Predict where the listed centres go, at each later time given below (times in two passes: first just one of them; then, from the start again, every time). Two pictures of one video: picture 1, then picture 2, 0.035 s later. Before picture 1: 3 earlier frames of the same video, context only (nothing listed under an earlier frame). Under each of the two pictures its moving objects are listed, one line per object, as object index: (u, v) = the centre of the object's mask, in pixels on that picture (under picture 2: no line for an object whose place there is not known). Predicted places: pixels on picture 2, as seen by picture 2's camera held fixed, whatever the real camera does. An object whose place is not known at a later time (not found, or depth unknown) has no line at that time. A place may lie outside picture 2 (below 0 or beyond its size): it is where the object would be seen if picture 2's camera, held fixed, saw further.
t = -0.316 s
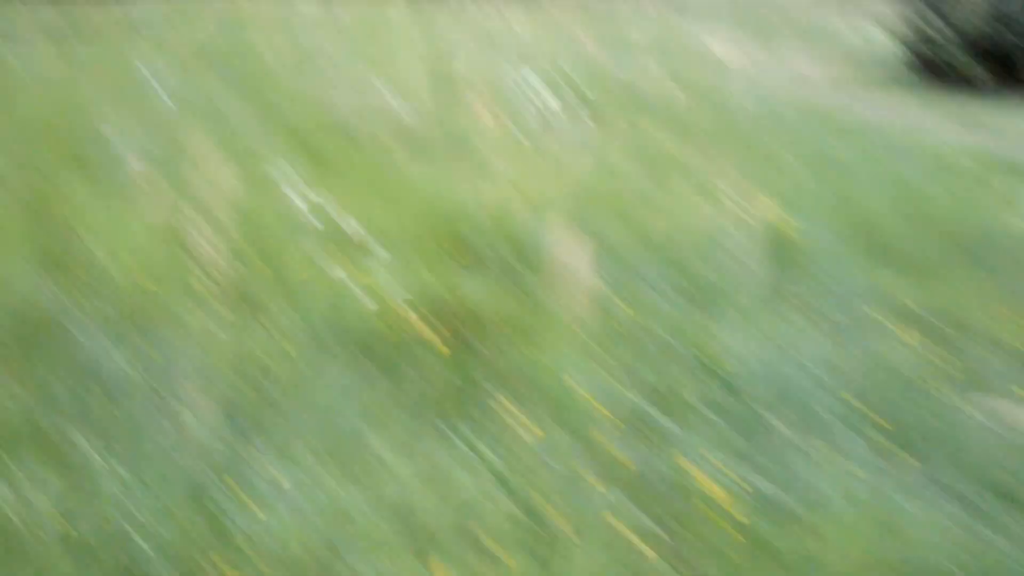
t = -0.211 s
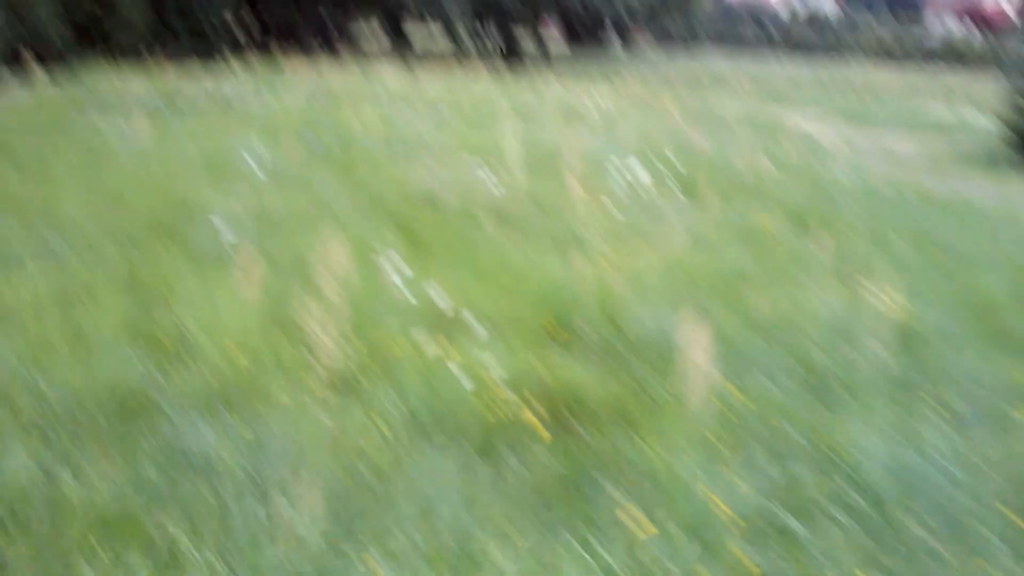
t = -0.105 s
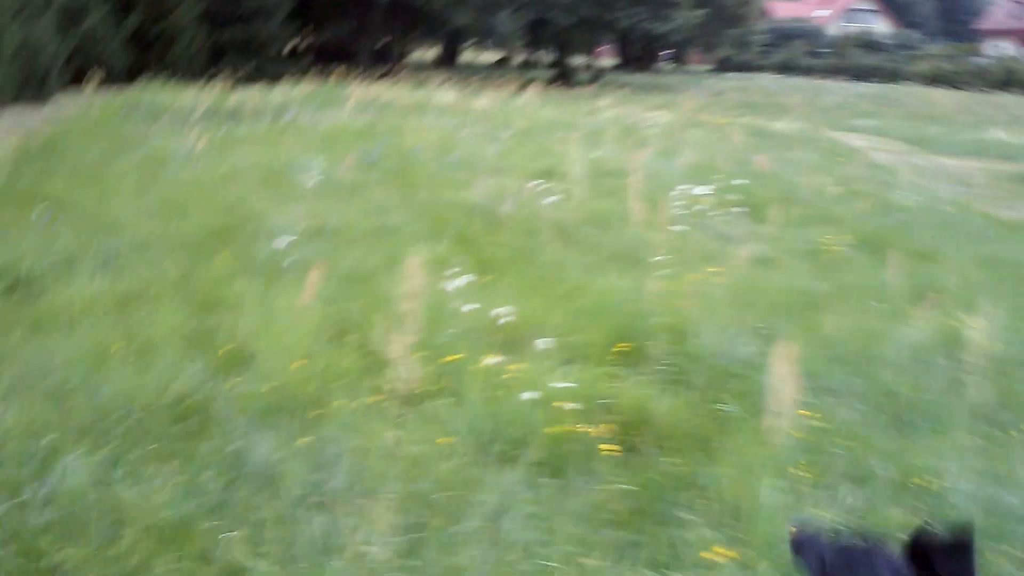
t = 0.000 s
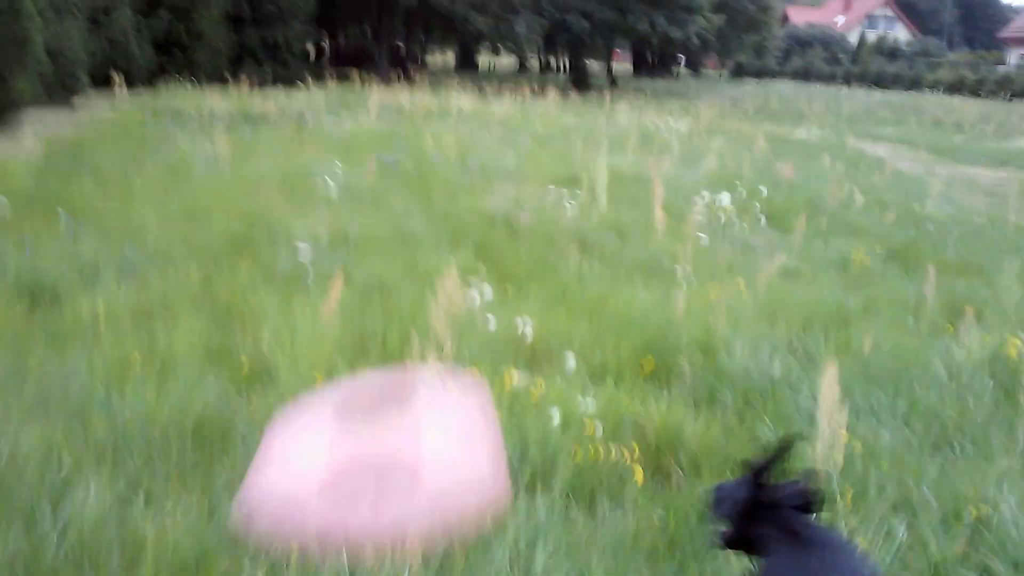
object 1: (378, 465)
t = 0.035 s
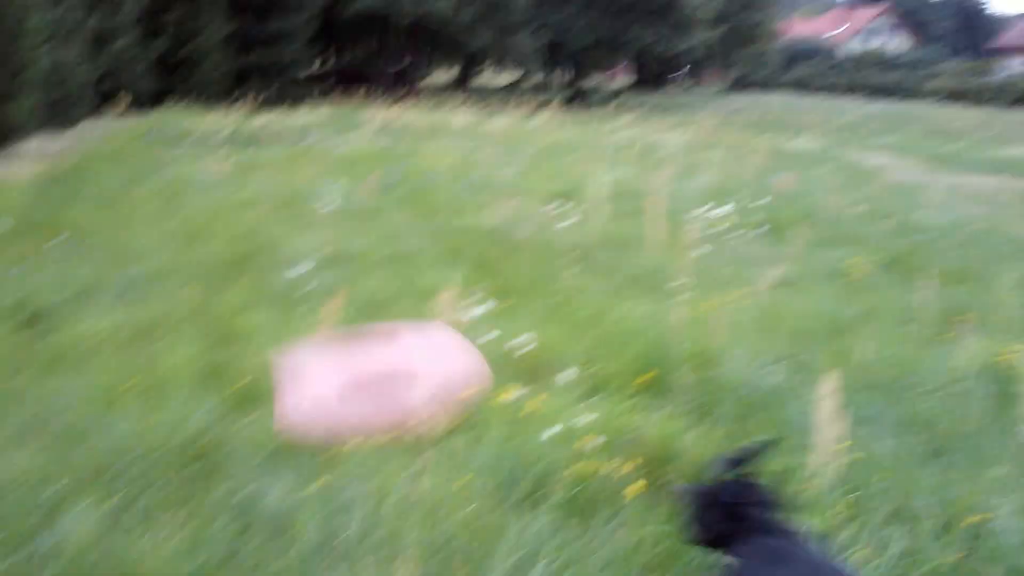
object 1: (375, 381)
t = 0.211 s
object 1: (373, 204)
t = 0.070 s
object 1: (375, 306)
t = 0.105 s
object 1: (379, 264)
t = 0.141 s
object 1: (383, 232)
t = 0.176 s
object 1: (371, 216)
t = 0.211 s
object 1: (373, 204)
